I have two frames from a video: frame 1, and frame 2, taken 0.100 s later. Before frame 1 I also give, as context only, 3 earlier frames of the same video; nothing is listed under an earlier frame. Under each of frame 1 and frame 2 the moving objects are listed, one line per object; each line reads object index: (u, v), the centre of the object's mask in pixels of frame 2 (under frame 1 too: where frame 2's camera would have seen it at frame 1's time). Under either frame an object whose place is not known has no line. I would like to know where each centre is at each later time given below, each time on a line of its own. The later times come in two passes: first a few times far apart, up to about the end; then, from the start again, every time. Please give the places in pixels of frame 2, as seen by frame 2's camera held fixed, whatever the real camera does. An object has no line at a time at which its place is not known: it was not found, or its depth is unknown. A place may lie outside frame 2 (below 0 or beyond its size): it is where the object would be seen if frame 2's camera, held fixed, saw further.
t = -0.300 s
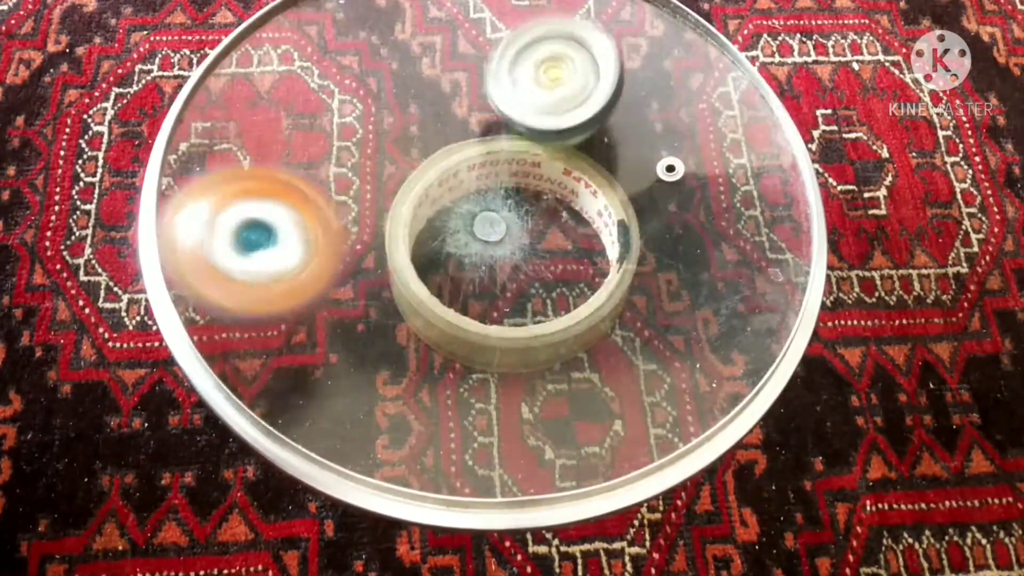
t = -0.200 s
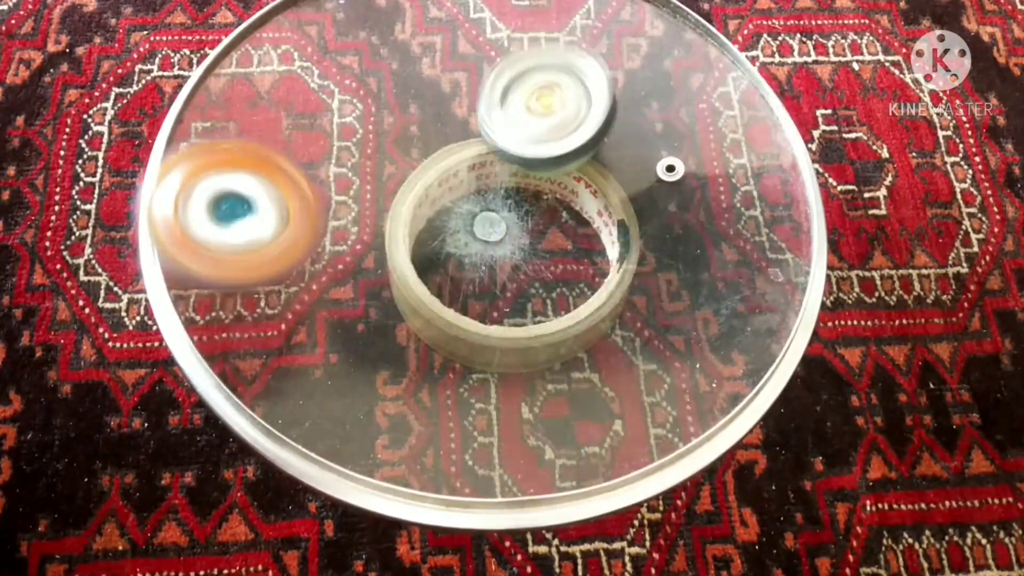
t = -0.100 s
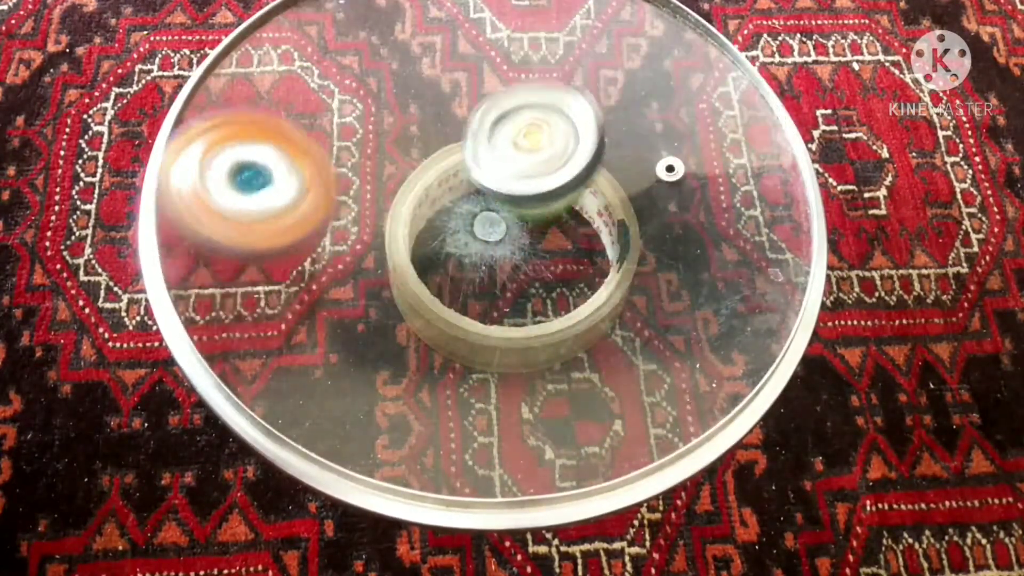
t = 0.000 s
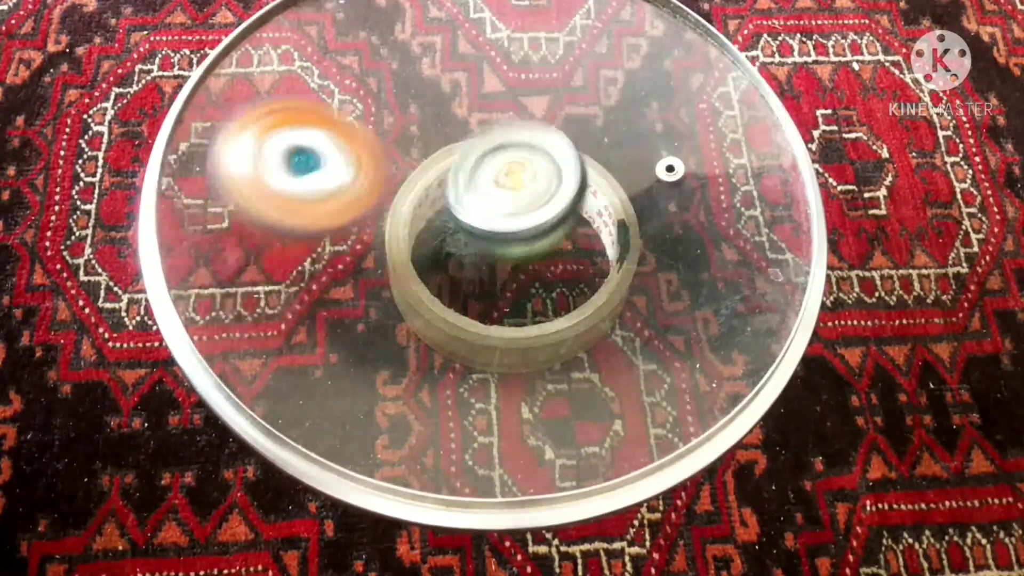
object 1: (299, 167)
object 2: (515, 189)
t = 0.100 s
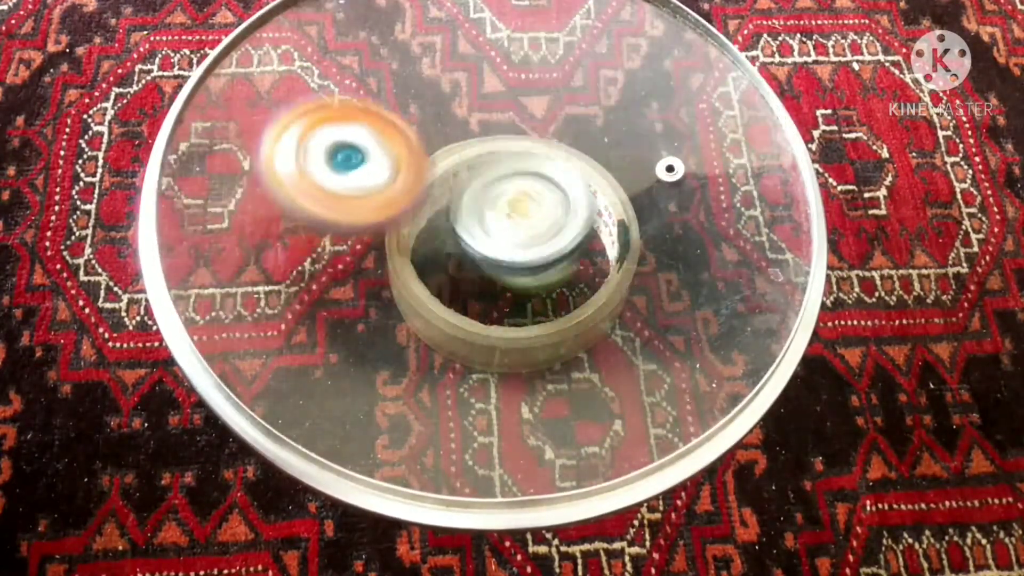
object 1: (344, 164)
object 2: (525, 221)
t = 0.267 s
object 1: (381, 155)
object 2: (570, 239)
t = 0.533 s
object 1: (391, 143)
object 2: (608, 213)
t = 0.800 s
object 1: (414, 167)
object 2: (583, 174)
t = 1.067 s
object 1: (418, 214)
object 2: (548, 137)
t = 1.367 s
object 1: (455, 257)
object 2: (498, 129)
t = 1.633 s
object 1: (497, 275)
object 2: (464, 138)
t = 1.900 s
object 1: (543, 279)
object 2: (449, 146)
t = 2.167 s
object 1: (580, 248)
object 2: (441, 167)
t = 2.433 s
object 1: (607, 194)
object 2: (440, 191)
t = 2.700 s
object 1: (593, 125)
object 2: (463, 209)
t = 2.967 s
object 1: (551, 81)
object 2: (503, 218)
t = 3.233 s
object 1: (491, 79)
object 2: (531, 221)
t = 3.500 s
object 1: (417, 108)
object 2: (544, 212)
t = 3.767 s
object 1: (370, 167)
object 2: (537, 198)
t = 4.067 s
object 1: (386, 248)
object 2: (521, 174)
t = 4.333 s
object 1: (469, 291)
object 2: (501, 157)
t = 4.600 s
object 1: (563, 279)
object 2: (485, 155)
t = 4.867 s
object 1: (627, 228)
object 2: (465, 158)
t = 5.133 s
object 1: (613, 153)
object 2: (452, 168)
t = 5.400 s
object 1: (565, 101)
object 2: (438, 187)
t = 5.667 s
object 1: (503, 83)
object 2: (433, 217)
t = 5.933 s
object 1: (458, 89)
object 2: (432, 280)
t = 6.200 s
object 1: (444, 139)
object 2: (435, 297)
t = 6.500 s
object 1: (493, 157)
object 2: (456, 301)
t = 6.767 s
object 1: (538, 149)
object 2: (483, 288)
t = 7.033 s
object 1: (551, 128)
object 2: (502, 263)
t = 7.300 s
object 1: (528, 103)
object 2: (500, 247)
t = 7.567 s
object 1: (487, 100)
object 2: (492, 247)
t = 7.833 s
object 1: (452, 75)
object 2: (503, 304)
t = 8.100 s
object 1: (447, 118)
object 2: (489, 268)
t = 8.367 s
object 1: (478, 105)
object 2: (496, 284)
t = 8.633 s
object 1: (528, 108)
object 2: (486, 251)
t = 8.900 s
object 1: (563, 68)
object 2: (472, 263)
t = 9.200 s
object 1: (532, 94)
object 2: (476, 234)
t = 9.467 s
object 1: (544, 117)
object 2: (476, 243)
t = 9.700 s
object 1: (571, 110)
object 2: (452, 265)
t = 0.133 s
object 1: (350, 162)
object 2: (536, 227)
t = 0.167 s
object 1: (360, 161)
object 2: (544, 231)
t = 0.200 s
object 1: (374, 161)
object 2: (546, 232)
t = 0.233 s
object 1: (389, 161)
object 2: (544, 234)
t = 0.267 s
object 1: (381, 155)
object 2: (570, 239)
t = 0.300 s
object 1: (364, 146)
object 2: (600, 240)
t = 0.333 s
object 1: (356, 139)
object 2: (621, 239)
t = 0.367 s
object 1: (353, 136)
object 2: (632, 237)
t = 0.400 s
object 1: (354, 135)
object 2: (634, 232)
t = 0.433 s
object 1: (361, 135)
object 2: (631, 227)
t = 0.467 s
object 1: (370, 138)
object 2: (625, 223)
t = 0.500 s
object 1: (380, 140)
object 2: (617, 218)
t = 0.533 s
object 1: (391, 143)
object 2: (608, 213)
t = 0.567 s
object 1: (402, 146)
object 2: (598, 209)
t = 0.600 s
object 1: (416, 150)
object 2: (588, 204)
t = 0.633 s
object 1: (423, 155)
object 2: (583, 200)
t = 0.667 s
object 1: (418, 158)
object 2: (591, 196)
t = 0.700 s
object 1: (414, 159)
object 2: (593, 190)
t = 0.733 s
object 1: (412, 162)
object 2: (591, 185)
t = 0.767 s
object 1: (412, 164)
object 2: (588, 179)
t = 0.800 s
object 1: (414, 167)
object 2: (583, 174)
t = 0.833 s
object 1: (416, 171)
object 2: (579, 169)
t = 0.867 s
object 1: (416, 177)
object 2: (577, 163)
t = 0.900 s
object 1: (415, 184)
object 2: (574, 156)
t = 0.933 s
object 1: (414, 189)
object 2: (569, 151)
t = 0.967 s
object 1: (416, 193)
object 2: (563, 147)
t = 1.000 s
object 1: (417, 199)
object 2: (558, 144)
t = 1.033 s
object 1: (418, 208)
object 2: (553, 140)
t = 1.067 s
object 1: (418, 214)
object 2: (548, 137)
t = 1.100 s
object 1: (419, 219)
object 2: (543, 134)
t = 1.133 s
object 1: (422, 225)
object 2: (537, 132)
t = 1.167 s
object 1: (426, 230)
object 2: (531, 130)
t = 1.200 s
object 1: (431, 235)
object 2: (526, 129)
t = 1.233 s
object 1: (435, 238)
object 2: (520, 128)
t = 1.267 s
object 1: (441, 243)
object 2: (515, 128)
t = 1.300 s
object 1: (446, 248)
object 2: (509, 128)
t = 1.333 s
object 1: (451, 252)
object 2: (504, 129)
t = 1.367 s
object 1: (455, 257)
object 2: (498, 129)
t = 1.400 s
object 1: (459, 260)
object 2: (493, 129)
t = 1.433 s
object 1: (464, 262)
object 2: (487, 131)
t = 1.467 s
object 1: (470, 263)
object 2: (483, 132)
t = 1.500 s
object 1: (476, 266)
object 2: (479, 134)
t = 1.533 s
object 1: (481, 271)
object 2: (475, 134)
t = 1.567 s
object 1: (486, 274)
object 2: (471, 135)
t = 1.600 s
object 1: (491, 275)
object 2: (467, 137)
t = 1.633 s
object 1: (497, 275)
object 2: (464, 138)
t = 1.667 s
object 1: (501, 274)
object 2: (462, 140)
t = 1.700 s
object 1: (505, 274)
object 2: (460, 142)
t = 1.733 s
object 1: (510, 271)
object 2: (460, 144)
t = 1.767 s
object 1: (517, 269)
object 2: (459, 146)
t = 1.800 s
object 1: (526, 273)
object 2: (457, 146)
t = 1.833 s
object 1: (535, 278)
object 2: (454, 144)
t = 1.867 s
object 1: (539, 280)
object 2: (451, 144)
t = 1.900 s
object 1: (543, 279)
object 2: (449, 146)
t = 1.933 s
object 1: (547, 277)
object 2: (448, 149)
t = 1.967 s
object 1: (551, 273)
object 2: (447, 151)
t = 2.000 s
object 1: (555, 270)
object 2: (448, 155)
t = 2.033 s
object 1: (558, 265)
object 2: (448, 158)
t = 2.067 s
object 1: (562, 260)
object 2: (448, 161)
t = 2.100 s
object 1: (571, 257)
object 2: (444, 163)
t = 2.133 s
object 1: (576, 252)
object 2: (441, 163)
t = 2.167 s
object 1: (580, 248)
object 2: (441, 167)
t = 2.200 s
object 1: (584, 242)
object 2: (441, 170)
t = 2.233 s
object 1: (590, 235)
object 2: (441, 174)
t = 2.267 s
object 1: (595, 230)
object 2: (440, 177)
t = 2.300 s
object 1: (599, 225)
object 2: (439, 179)
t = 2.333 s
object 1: (602, 219)
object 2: (439, 182)
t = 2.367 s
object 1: (603, 212)
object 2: (440, 186)
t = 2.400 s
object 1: (606, 204)
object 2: (440, 188)
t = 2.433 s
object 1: (607, 194)
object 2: (440, 191)
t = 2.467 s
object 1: (608, 185)
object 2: (440, 193)
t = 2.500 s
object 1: (607, 177)
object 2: (442, 196)
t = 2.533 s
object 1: (605, 168)
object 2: (444, 198)
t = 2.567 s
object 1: (603, 158)
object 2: (446, 200)
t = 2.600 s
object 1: (601, 150)
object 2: (448, 203)
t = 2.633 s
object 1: (599, 141)
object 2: (453, 205)
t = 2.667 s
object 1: (596, 133)
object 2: (457, 207)
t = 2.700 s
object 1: (593, 125)
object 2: (463, 209)
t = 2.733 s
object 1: (590, 118)
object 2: (466, 211)
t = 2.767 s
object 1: (587, 109)
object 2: (471, 212)
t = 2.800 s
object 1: (583, 103)
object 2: (475, 212)
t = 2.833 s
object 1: (578, 98)
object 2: (480, 212)
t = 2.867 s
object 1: (573, 93)
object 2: (488, 218)
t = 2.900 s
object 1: (566, 90)
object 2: (494, 218)
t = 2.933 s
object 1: (559, 87)
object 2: (499, 217)
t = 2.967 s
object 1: (551, 81)
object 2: (503, 218)
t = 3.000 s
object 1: (546, 76)
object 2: (508, 219)
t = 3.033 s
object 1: (538, 72)
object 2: (512, 220)
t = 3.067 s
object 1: (531, 73)
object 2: (516, 220)
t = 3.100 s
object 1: (526, 75)
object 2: (521, 219)
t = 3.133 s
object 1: (518, 76)
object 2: (523, 219)
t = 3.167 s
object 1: (509, 76)
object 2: (526, 221)
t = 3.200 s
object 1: (500, 77)
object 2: (529, 221)
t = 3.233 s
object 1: (491, 79)
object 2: (531, 221)
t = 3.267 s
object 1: (483, 82)
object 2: (533, 220)
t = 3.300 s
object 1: (473, 85)
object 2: (535, 220)
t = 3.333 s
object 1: (463, 88)
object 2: (536, 220)
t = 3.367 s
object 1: (453, 90)
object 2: (539, 219)
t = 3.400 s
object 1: (444, 93)
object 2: (541, 218)
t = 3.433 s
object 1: (434, 98)
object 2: (542, 217)
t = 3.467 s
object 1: (425, 103)
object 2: (543, 215)
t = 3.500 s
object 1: (417, 108)
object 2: (544, 212)
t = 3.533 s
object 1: (408, 115)
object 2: (543, 212)
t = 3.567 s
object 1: (401, 122)
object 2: (542, 208)
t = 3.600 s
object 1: (394, 129)
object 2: (542, 208)
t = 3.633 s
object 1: (386, 136)
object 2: (542, 206)
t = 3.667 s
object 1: (382, 142)
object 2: (541, 204)
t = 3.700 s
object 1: (377, 150)
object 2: (539, 201)
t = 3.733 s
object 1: (374, 159)
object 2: (538, 200)
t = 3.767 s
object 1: (370, 167)
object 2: (537, 198)
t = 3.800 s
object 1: (366, 176)
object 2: (538, 194)
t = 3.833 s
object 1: (364, 185)
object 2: (536, 192)
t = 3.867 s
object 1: (363, 194)
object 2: (534, 189)
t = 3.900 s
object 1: (364, 203)
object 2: (533, 187)
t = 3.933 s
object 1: (367, 212)
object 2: (530, 185)
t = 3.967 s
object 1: (371, 222)
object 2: (528, 182)
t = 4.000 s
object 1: (376, 229)
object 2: (524, 181)
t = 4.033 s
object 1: (382, 237)
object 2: (523, 177)
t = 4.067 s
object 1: (386, 248)
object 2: (521, 174)
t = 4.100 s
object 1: (394, 256)
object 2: (519, 172)
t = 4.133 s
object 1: (401, 263)
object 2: (516, 169)
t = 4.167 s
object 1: (411, 269)
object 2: (513, 167)
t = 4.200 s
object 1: (422, 273)
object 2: (510, 164)
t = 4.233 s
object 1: (433, 279)
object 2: (508, 163)
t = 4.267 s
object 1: (443, 284)
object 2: (505, 160)
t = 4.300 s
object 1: (454, 287)
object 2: (503, 158)
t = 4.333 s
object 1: (469, 291)
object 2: (501, 157)
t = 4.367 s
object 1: (480, 292)
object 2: (499, 156)
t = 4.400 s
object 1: (491, 292)
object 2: (498, 156)
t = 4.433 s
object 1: (499, 292)
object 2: (496, 156)
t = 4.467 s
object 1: (516, 290)
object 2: (494, 155)
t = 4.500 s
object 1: (532, 288)
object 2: (491, 154)
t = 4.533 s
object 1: (541, 289)
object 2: (489, 153)
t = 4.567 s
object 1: (552, 286)
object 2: (487, 153)
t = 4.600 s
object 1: (563, 279)
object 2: (485, 155)
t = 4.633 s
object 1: (572, 274)
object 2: (484, 155)
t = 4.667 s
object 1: (579, 268)
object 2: (483, 157)
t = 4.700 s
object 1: (586, 261)
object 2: (482, 158)
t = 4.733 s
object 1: (593, 254)
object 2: (481, 159)
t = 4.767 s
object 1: (603, 247)
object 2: (479, 161)
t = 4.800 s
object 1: (614, 242)
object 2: (474, 161)
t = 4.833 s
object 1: (622, 236)
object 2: (469, 157)
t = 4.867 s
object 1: (627, 228)
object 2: (465, 158)
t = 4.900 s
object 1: (630, 219)
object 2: (464, 159)
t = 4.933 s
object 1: (631, 211)
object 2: (463, 160)
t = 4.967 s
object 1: (629, 202)
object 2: (462, 161)
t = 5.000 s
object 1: (625, 193)
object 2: (462, 162)
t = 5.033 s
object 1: (622, 183)
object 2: (461, 164)
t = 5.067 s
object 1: (620, 173)
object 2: (457, 165)
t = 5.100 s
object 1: (617, 163)
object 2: (455, 166)
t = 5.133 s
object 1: (613, 153)
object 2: (452, 168)
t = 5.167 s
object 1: (610, 144)
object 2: (450, 170)
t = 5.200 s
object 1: (605, 134)
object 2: (447, 173)
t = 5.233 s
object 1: (601, 126)
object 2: (444, 175)
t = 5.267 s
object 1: (596, 119)
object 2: (442, 178)
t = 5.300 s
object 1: (590, 114)
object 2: (441, 180)
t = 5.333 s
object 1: (581, 109)
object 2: (441, 182)
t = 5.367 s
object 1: (573, 106)
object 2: (441, 184)
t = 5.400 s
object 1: (565, 101)
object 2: (438, 187)
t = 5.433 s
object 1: (557, 98)
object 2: (439, 190)
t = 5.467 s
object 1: (549, 94)
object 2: (439, 193)
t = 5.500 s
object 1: (541, 91)
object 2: (436, 196)
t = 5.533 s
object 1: (535, 88)
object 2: (435, 200)
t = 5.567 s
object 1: (526, 86)
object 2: (436, 203)
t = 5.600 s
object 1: (518, 86)
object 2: (435, 206)
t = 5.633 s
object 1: (510, 84)
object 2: (433, 212)
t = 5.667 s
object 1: (503, 83)
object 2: (433, 217)
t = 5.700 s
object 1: (496, 85)
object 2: (434, 221)
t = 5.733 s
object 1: (490, 88)
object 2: (436, 224)
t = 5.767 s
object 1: (483, 93)
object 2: (436, 225)
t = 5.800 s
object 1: (477, 89)
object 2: (433, 240)
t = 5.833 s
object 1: (472, 85)
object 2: (432, 259)
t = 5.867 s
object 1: (467, 83)
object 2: (431, 268)
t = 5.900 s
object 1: (462, 85)
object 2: (432, 276)
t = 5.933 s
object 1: (458, 89)
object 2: (432, 280)
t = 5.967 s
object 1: (453, 94)
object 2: (434, 283)
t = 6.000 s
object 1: (450, 99)
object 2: (434, 284)
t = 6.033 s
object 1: (448, 106)
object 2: (435, 284)
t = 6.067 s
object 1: (446, 112)
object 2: (435, 285)
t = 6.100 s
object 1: (445, 121)
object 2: (435, 285)
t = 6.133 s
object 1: (445, 131)
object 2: (434, 285)
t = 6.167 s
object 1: (445, 140)
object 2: (434, 285)
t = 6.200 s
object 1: (444, 139)
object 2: (435, 297)
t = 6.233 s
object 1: (447, 136)
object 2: (438, 307)
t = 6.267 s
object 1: (452, 135)
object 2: (441, 309)
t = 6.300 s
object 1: (457, 139)
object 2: (443, 308)
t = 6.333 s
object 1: (461, 141)
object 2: (445, 307)
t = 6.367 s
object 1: (466, 146)
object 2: (447, 307)
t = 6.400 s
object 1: (473, 150)
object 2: (448, 306)
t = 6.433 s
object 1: (480, 155)
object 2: (450, 303)
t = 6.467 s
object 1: (485, 160)
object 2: (453, 299)
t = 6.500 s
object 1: (493, 157)
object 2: (456, 301)
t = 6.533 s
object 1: (499, 152)
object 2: (460, 308)
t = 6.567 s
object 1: (507, 150)
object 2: (463, 308)
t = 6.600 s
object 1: (513, 149)
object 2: (468, 307)
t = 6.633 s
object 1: (520, 148)
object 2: (471, 304)
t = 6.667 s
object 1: (526, 148)
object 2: (474, 301)
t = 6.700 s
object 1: (531, 148)
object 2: (477, 297)
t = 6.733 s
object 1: (535, 149)
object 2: (480, 293)
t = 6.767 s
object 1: (538, 149)
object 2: (483, 288)
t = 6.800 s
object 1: (541, 149)
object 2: (487, 281)
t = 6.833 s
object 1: (544, 147)
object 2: (490, 278)
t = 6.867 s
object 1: (546, 144)
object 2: (491, 275)
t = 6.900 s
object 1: (550, 140)
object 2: (491, 275)
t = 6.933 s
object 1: (551, 136)
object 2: (494, 274)
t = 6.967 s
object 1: (552, 134)
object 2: (497, 269)
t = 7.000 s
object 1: (552, 131)
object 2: (501, 264)
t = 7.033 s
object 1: (551, 128)
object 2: (502, 263)
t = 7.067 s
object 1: (549, 121)
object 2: (501, 262)
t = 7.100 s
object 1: (548, 118)
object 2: (501, 260)
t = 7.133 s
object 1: (546, 114)
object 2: (502, 258)
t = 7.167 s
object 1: (542, 114)
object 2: (504, 253)
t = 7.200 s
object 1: (538, 111)
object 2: (503, 250)
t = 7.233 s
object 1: (533, 105)
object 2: (502, 251)
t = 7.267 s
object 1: (530, 104)
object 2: (500, 249)
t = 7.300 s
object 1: (528, 103)
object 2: (500, 247)
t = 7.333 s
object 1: (523, 103)
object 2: (499, 244)
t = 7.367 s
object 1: (518, 102)
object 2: (497, 244)
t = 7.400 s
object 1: (511, 101)
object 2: (497, 244)
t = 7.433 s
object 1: (506, 100)
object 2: (495, 245)
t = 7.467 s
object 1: (500, 100)
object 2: (494, 245)
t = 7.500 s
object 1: (496, 101)
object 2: (494, 245)
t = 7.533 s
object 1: (491, 100)
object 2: (494, 245)
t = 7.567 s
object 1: (487, 100)
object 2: (492, 247)
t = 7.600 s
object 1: (484, 102)
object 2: (491, 248)
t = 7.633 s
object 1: (479, 104)
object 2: (491, 248)
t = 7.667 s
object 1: (475, 105)
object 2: (491, 249)
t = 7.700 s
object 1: (469, 103)
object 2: (493, 259)
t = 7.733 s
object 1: (462, 89)
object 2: (497, 280)
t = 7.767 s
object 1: (455, 79)
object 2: (499, 297)
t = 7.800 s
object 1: (453, 76)
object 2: (503, 302)
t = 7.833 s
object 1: (452, 75)
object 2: (503, 304)
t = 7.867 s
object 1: (449, 75)
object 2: (503, 303)
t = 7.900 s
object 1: (446, 78)
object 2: (502, 301)
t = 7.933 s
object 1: (446, 81)
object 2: (501, 298)
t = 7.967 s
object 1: (444, 87)
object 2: (499, 294)
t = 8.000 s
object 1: (442, 92)
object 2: (497, 290)
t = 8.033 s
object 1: (443, 99)
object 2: (496, 284)
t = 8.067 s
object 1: (444, 108)
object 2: (492, 276)
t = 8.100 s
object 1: (447, 118)
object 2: (489, 268)
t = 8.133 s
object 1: (452, 123)
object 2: (488, 268)
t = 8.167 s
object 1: (451, 112)
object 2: (491, 286)
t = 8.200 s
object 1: (451, 104)
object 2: (494, 295)
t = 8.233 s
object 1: (455, 100)
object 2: (498, 297)
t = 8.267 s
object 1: (461, 100)
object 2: (500, 296)
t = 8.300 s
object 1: (465, 101)
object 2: (500, 294)
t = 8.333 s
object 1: (471, 103)
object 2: (499, 289)
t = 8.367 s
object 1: (478, 105)
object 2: (496, 284)
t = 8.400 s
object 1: (482, 106)
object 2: (494, 277)
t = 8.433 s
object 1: (487, 109)
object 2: (491, 271)
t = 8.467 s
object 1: (496, 113)
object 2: (489, 263)
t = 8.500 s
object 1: (502, 117)
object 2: (490, 257)
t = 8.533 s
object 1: (507, 117)
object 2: (487, 255)
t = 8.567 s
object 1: (515, 110)
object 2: (485, 257)
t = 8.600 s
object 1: (520, 109)
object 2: (486, 254)
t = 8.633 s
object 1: (528, 108)
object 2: (486, 251)
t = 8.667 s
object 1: (535, 107)
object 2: (487, 246)
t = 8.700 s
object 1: (539, 109)
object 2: (489, 240)
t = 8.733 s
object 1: (545, 100)
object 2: (485, 245)
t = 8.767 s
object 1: (554, 84)
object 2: (478, 254)
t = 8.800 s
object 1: (557, 76)
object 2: (474, 260)
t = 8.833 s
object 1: (561, 71)
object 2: (475, 262)
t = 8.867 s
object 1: (563, 68)
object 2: (473, 263)
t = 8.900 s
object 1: (563, 68)
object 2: (472, 263)
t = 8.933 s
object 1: (561, 66)
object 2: (472, 261)
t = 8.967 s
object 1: (559, 67)
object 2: (472, 259)
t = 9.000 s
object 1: (554, 68)
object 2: (474, 255)
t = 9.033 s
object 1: (551, 70)
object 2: (474, 252)
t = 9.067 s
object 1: (547, 74)
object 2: (476, 247)
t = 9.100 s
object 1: (541, 79)
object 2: (476, 242)
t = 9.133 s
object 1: (537, 85)
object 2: (477, 236)
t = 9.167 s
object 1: (533, 95)
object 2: (477, 231)
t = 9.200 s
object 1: (532, 94)
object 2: (476, 234)
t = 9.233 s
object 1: (534, 91)
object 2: (473, 240)
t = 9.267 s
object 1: (533, 91)
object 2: (473, 243)
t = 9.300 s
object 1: (534, 94)
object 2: (474, 244)
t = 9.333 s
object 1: (538, 101)
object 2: (477, 243)
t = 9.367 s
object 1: (539, 106)
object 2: (477, 241)
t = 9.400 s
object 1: (540, 112)
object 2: (475, 241)
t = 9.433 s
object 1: (542, 114)
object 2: (476, 242)
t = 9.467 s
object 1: (544, 117)
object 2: (476, 243)
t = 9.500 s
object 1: (550, 115)
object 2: (467, 253)
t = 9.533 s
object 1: (558, 109)
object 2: (460, 261)
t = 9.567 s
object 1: (564, 107)
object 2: (457, 267)
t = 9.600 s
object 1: (568, 107)
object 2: (456, 269)
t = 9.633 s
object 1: (571, 107)
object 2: (455, 268)
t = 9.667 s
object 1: (570, 108)
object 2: (452, 268)
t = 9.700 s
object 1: (571, 110)
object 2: (452, 265)
